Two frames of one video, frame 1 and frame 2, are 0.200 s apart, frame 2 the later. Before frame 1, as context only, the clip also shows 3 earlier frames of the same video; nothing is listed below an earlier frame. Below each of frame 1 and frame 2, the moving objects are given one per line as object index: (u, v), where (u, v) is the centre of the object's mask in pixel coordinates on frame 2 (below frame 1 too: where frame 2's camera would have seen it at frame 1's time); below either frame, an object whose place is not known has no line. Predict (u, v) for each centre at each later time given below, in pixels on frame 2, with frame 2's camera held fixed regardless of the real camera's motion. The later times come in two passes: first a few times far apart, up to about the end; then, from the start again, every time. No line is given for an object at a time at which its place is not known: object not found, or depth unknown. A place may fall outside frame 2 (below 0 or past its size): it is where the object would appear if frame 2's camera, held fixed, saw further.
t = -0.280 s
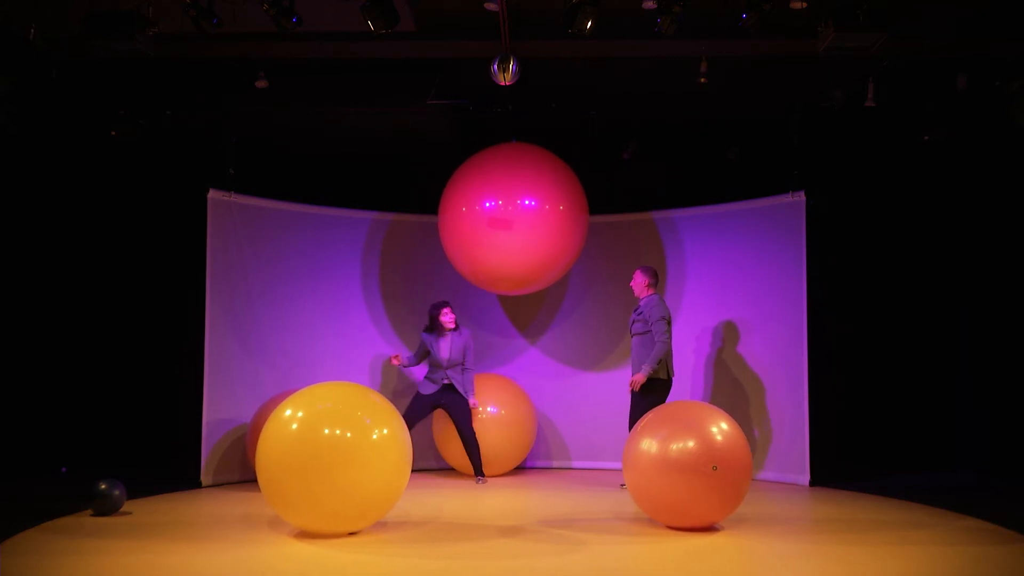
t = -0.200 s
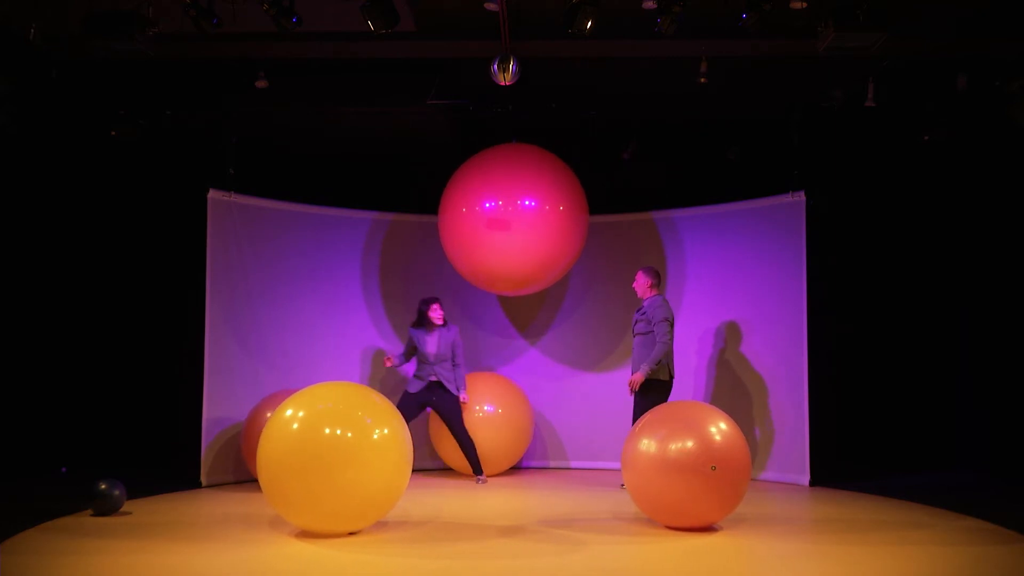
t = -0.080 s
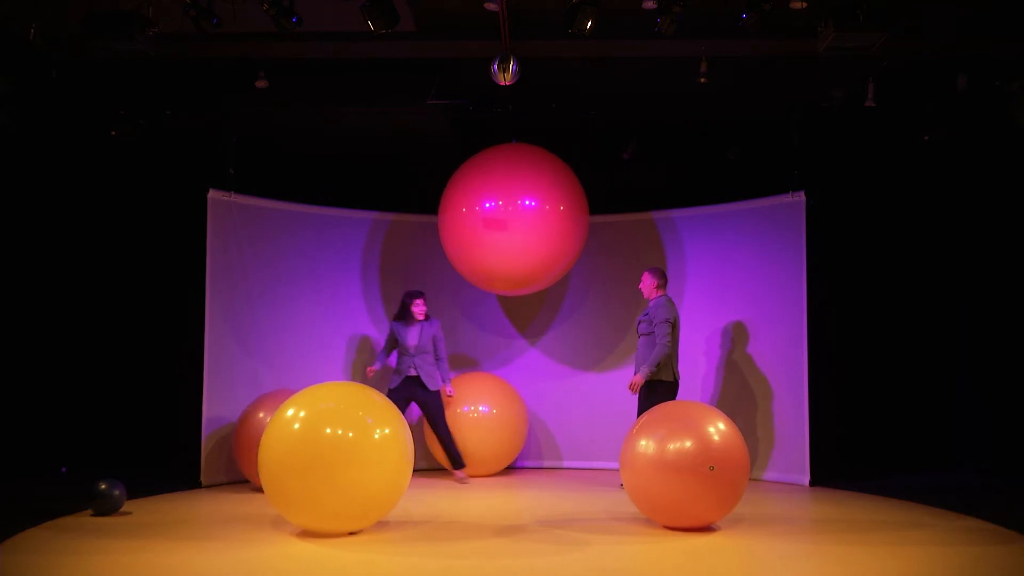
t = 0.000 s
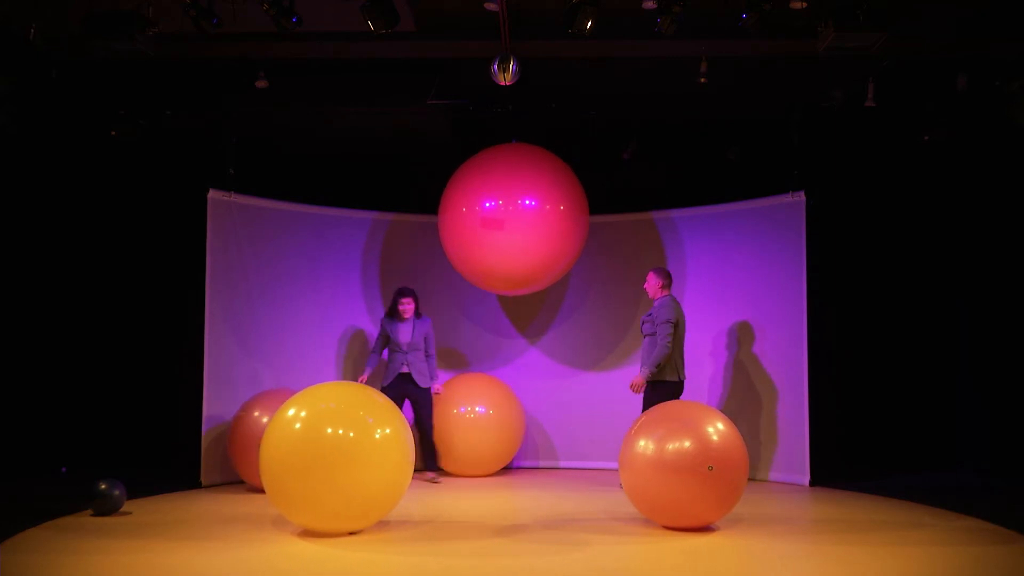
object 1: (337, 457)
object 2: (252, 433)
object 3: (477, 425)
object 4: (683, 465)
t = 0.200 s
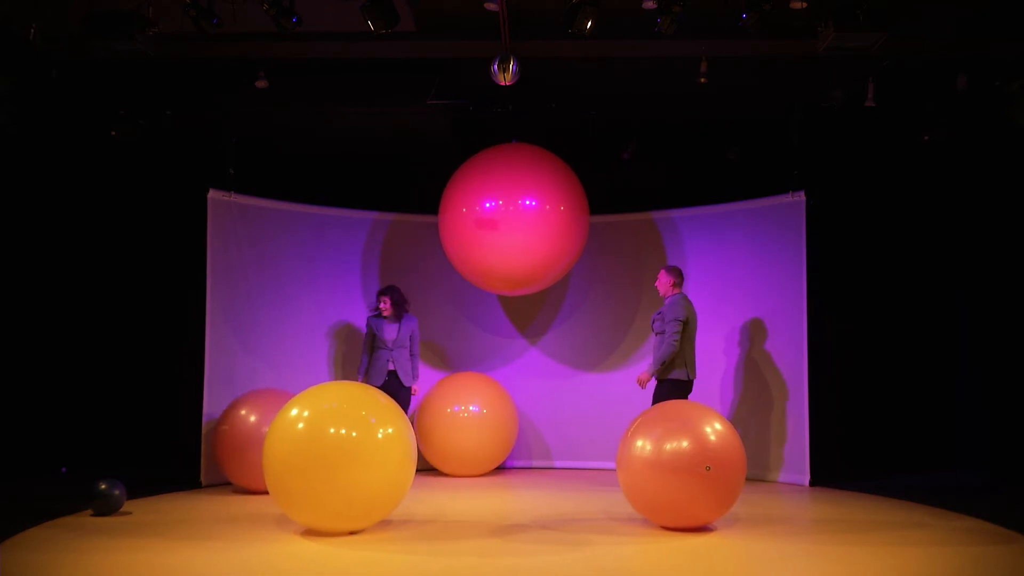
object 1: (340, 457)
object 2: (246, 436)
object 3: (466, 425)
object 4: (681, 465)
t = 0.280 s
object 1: (341, 457)
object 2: (244, 438)
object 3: (465, 425)
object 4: (680, 465)
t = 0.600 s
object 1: (346, 456)
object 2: (233, 442)
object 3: (462, 424)
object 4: (678, 465)
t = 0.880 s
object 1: (350, 455)
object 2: (220, 443)
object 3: (461, 423)
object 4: (676, 465)
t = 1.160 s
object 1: (355, 455)
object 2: (201, 444)
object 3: (462, 423)
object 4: (675, 464)
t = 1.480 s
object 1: (359, 454)
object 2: (180, 445)
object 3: (465, 423)
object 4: (674, 465)
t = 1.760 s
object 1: (362, 454)
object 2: (162, 446)
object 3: (468, 422)
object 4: (674, 465)
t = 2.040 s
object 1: (362, 454)
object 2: (146, 445)
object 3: (472, 423)
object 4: (673, 465)
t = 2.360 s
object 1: (363, 454)
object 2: (129, 444)
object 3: (476, 423)
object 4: (674, 465)
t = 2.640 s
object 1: (363, 455)
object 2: (116, 444)
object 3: (482, 424)
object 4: (677, 465)
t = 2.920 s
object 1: (363, 455)
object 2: (107, 444)
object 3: (487, 425)
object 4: (679, 465)
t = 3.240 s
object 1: (361, 456)
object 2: (97, 443)
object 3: (496, 425)
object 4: (683, 465)
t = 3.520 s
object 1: (359, 457)
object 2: (90, 442)
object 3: (503, 425)
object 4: (687, 465)
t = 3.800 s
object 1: (357, 458)
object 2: (83, 443)
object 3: (508, 425)
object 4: (692, 465)
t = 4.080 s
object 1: (356, 458)
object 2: (77, 443)
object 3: (510, 425)
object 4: (697, 465)
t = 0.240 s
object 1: (340, 457)
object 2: (245, 438)
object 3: (466, 425)
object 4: (681, 464)
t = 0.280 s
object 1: (341, 457)
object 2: (244, 438)
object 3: (465, 425)
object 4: (680, 465)
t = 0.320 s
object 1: (341, 456)
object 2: (243, 438)
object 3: (464, 424)
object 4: (680, 465)
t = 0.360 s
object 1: (342, 456)
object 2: (241, 439)
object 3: (464, 424)
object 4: (680, 465)
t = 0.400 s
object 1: (343, 456)
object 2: (240, 440)
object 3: (463, 424)
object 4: (679, 465)
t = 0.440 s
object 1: (343, 456)
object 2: (238, 440)
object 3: (463, 424)
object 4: (679, 465)
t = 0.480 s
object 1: (344, 456)
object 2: (237, 441)
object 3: (462, 424)
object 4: (679, 465)
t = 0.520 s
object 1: (345, 456)
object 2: (236, 441)
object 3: (462, 424)
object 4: (678, 465)
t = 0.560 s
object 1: (345, 456)
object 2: (234, 441)
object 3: (462, 424)
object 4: (678, 465)
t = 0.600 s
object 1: (346, 456)
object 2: (233, 442)
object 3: (462, 424)
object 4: (678, 465)
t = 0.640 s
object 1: (347, 456)
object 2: (231, 442)
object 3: (461, 424)
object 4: (677, 464)
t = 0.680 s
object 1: (347, 456)
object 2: (229, 442)
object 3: (461, 424)
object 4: (677, 465)
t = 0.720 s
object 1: (348, 456)
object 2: (228, 442)
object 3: (461, 424)
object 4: (677, 465)
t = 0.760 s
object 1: (348, 455)
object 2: (226, 442)
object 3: (461, 424)
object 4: (676, 465)
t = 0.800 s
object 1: (349, 455)
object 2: (224, 443)
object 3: (461, 423)
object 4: (676, 464)
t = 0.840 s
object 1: (350, 455)
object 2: (222, 443)
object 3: (461, 423)
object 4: (676, 464)
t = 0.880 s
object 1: (350, 455)
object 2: (220, 443)
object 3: (461, 423)
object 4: (676, 465)
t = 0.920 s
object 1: (351, 455)
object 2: (217, 443)
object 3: (461, 423)
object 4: (676, 465)
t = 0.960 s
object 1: (352, 455)
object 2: (215, 444)
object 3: (461, 423)
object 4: (676, 465)
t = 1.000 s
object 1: (352, 455)
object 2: (212, 444)
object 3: (461, 423)
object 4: (675, 465)
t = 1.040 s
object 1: (353, 455)
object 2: (209, 444)
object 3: (461, 423)
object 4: (675, 465)
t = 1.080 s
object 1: (353, 455)
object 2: (207, 444)
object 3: (462, 423)
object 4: (675, 465)
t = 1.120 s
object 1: (354, 455)
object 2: (204, 444)
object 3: (462, 423)
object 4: (675, 465)
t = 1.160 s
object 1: (355, 455)
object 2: (201, 444)
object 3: (462, 423)
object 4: (675, 464)
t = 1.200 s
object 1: (355, 455)
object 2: (199, 445)
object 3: (462, 423)
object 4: (675, 465)
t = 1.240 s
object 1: (356, 455)
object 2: (196, 445)
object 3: (462, 423)
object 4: (675, 465)
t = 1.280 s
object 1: (356, 455)
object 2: (193, 445)
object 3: (463, 423)
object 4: (675, 465)
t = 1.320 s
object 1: (357, 454)
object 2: (190, 445)
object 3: (463, 423)
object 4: (674, 465)
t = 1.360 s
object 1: (357, 454)
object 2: (188, 445)
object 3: (463, 422)
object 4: (674, 465)
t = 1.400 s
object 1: (358, 454)
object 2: (185, 445)
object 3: (464, 422)
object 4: (674, 465)
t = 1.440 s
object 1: (358, 454)
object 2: (183, 445)
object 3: (464, 422)
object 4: (674, 465)
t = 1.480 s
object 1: (359, 454)
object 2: (180, 445)
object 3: (465, 423)
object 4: (674, 465)
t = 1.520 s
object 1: (360, 454)
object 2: (177, 445)
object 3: (465, 422)
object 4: (674, 465)
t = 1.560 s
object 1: (360, 454)
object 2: (175, 446)
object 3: (466, 422)
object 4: (674, 465)
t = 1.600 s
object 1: (360, 454)
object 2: (172, 446)
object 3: (466, 422)
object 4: (674, 465)
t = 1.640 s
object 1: (361, 454)
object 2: (169, 446)
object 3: (466, 422)
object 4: (674, 465)
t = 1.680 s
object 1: (361, 454)
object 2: (167, 446)
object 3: (467, 422)
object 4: (674, 465)
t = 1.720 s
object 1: (362, 454)
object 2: (164, 446)
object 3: (467, 423)
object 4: (674, 465)
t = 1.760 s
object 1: (362, 454)
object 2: (162, 446)
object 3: (468, 422)
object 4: (674, 465)
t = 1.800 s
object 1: (362, 454)
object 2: (159, 446)
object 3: (468, 423)
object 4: (674, 465)
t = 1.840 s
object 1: (363, 454)
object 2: (157, 446)
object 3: (469, 422)
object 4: (674, 465)
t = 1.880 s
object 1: (363, 454)
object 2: (155, 446)
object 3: (469, 423)
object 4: (674, 465)
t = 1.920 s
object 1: (362, 454)
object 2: (152, 446)
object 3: (470, 422)
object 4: (673, 465)
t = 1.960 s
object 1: (362, 454)
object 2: (150, 445)
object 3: (470, 423)
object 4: (673, 465)
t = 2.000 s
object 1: (362, 454)
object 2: (148, 446)
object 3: (471, 423)
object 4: (673, 465)
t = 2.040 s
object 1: (362, 454)
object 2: (146, 445)
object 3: (472, 423)
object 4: (673, 465)
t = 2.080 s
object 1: (362, 454)
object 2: (143, 445)
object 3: (472, 423)
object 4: (673, 465)
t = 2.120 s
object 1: (363, 454)
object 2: (141, 445)
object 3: (473, 423)
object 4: (673, 465)
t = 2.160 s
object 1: (363, 454)
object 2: (139, 445)
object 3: (473, 423)
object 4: (674, 465)
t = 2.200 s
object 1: (363, 454)
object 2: (137, 445)
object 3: (474, 423)
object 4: (674, 465)
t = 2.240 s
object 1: (363, 454)
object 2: (135, 445)
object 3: (474, 423)
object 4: (674, 465)
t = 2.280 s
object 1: (363, 454)
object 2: (133, 444)
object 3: (475, 423)
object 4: (674, 465)
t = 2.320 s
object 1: (363, 454)
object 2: (131, 444)
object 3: (476, 423)
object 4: (674, 465)
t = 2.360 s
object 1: (363, 454)
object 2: (129, 444)
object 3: (476, 423)
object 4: (674, 465)
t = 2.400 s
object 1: (363, 454)
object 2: (127, 444)
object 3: (477, 423)
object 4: (675, 465)
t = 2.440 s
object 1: (363, 454)
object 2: (125, 444)
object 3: (478, 424)
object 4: (675, 465)
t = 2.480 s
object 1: (363, 455)
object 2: (123, 444)
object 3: (479, 424)
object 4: (675, 465)
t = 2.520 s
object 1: (363, 455)
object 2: (121, 444)
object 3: (479, 424)
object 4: (676, 465)
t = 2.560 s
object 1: (363, 455)
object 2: (119, 444)
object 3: (480, 424)
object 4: (676, 465)
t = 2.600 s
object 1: (363, 455)
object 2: (118, 444)
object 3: (481, 424)
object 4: (676, 465)
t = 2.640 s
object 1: (363, 455)
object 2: (116, 444)
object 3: (482, 424)
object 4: (677, 465)
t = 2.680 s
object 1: (363, 455)
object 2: (115, 444)
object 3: (482, 424)
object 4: (677, 465)
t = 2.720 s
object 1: (363, 455)
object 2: (113, 444)
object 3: (483, 424)
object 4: (677, 465)
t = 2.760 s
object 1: (363, 455)
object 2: (112, 444)
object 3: (484, 424)
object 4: (678, 465)
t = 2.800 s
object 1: (363, 455)
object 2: (111, 444)
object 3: (485, 424)
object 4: (678, 465)
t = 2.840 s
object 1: (363, 455)
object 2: (110, 444)
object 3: (486, 425)
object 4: (679, 465)
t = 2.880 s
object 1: (363, 455)
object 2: (108, 444)
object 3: (486, 425)
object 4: (679, 465)
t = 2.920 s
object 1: (363, 455)
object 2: (107, 444)
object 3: (487, 425)
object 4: (679, 465)
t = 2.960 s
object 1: (363, 455)
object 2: (106, 443)
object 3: (488, 425)
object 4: (680, 465)
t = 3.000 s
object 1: (363, 455)
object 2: (105, 443)
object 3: (489, 425)
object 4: (680, 465)
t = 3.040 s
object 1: (362, 455)
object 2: (103, 443)
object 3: (490, 425)
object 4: (681, 465)
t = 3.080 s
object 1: (362, 455)
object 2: (102, 443)
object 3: (491, 425)
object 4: (681, 465)
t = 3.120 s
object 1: (362, 456)
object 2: (101, 443)
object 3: (492, 425)
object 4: (682, 465)
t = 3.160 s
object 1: (362, 456)
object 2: (99, 443)
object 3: (493, 425)
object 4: (682, 465)
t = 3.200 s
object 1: (362, 456)
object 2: (99, 443)
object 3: (495, 425)
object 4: (683, 465)
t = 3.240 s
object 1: (361, 456)
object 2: (97, 443)
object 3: (496, 425)
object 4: (683, 465)
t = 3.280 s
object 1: (361, 456)
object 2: (96, 443)
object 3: (497, 425)
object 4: (684, 465)
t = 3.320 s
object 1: (361, 456)
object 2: (95, 443)
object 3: (498, 425)
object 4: (684, 465)
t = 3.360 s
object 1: (361, 456)
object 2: (94, 442)
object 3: (499, 425)
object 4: (685, 465)
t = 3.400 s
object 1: (360, 456)
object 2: (93, 442)
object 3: (500, 425)
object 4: (686, 465)
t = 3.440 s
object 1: (360, 456)
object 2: (92, 442)
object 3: (501, 425)
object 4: (686, 465)
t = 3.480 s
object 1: (359, 457)
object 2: (91, 442)
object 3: (502, 425)
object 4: (687, 465)
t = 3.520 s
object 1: (359, 457)
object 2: (90, 442)
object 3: (503, 425)
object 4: (687, 465)
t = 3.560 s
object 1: (359, 457)
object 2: (89, 442)
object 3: (504, 425)
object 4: (688, 465)
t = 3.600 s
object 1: (359, 457)
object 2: (88, 442)
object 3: (504, 425)
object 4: (689, 465)
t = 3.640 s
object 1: (358, 457)
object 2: (87, 442)
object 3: (505, 425)
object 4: (689, 465)
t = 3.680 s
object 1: (358, 457)
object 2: (86, 442)
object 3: (506, 425)
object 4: (690, 465)
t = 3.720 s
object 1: (358, 457)
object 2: (84, 443)
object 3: (507, 425)
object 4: (691, 465)
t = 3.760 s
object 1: (358, 457)
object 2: (84, 443)
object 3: (507, 425)
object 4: (691, 465)
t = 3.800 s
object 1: (357, 458)
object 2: (83, 443)
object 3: (508, 425)
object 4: (692, 465)
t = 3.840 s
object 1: (357, 458)
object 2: (82, 443)
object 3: (508, 425)
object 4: (693, 465)
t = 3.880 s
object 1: (357, 457)
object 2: (81, 443)
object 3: (509, 425)
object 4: (694, 465)
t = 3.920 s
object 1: (357, 458)
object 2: (80, 443)
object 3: (509, 425)
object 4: (695, 465)
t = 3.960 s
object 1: (356, 458)
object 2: (79, 443)
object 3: (510, 425)
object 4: (695, 465)
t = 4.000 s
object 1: (356, 458)
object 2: (78, 443)
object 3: (510, 425)
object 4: (696, 465)
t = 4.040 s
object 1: (356, 458)
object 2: (77, 443)
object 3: (510, 425)
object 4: (697, 465)
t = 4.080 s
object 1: (356, 458)
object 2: (77, 443)
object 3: (510, 425)
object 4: (697, 465)
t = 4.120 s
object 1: (355, 458)
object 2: (76, 443)
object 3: (510, 425)
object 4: (698, 465)
